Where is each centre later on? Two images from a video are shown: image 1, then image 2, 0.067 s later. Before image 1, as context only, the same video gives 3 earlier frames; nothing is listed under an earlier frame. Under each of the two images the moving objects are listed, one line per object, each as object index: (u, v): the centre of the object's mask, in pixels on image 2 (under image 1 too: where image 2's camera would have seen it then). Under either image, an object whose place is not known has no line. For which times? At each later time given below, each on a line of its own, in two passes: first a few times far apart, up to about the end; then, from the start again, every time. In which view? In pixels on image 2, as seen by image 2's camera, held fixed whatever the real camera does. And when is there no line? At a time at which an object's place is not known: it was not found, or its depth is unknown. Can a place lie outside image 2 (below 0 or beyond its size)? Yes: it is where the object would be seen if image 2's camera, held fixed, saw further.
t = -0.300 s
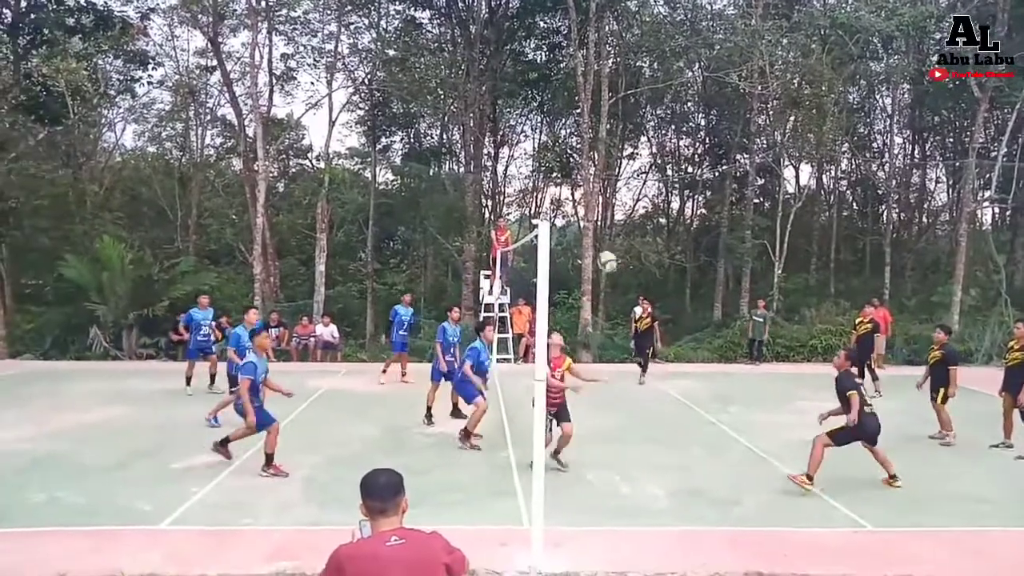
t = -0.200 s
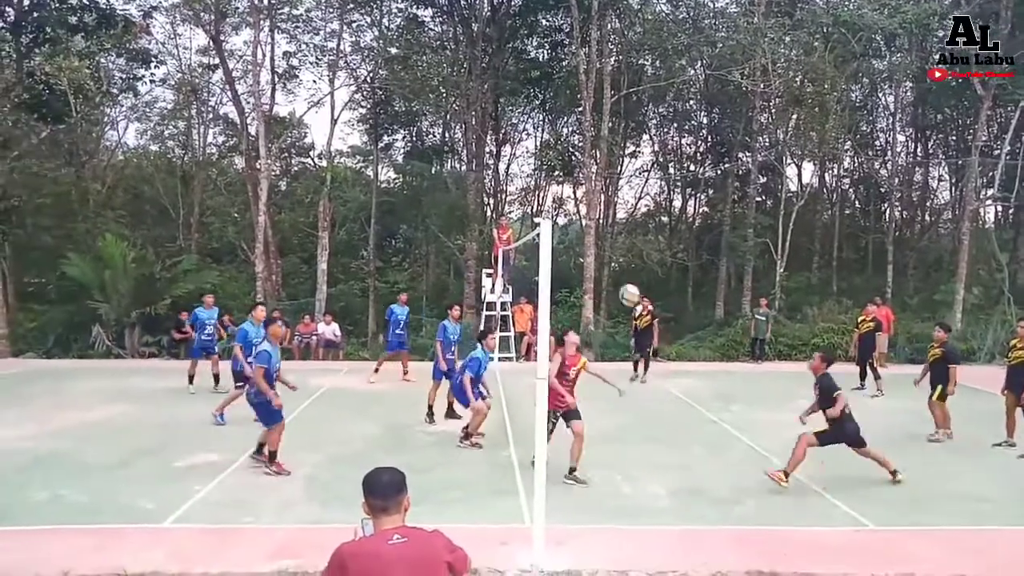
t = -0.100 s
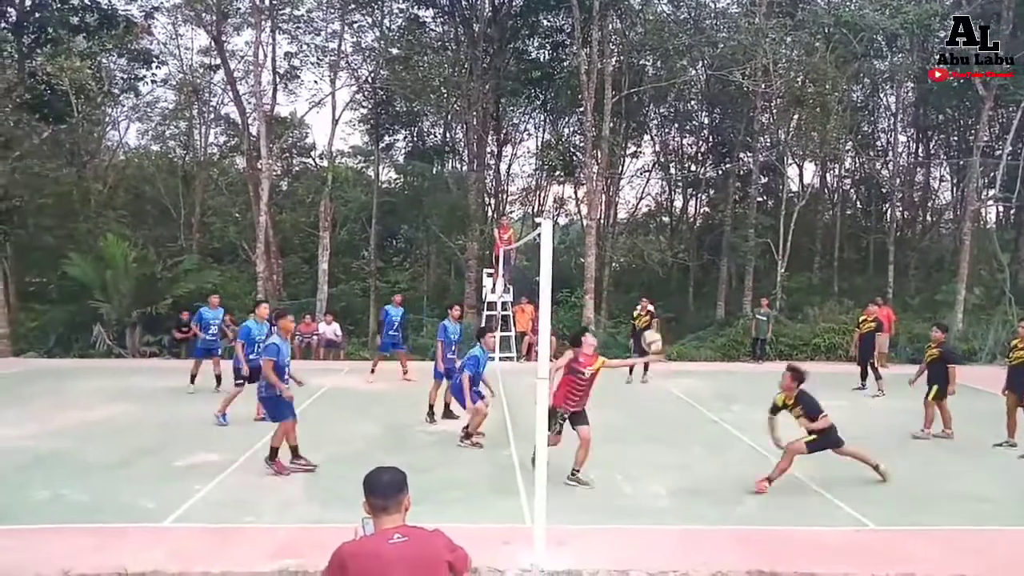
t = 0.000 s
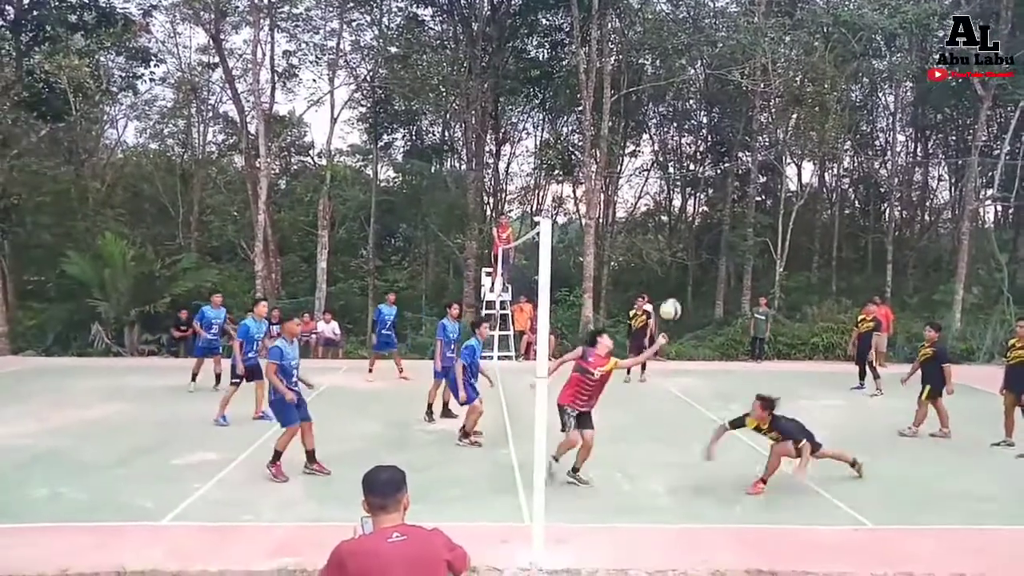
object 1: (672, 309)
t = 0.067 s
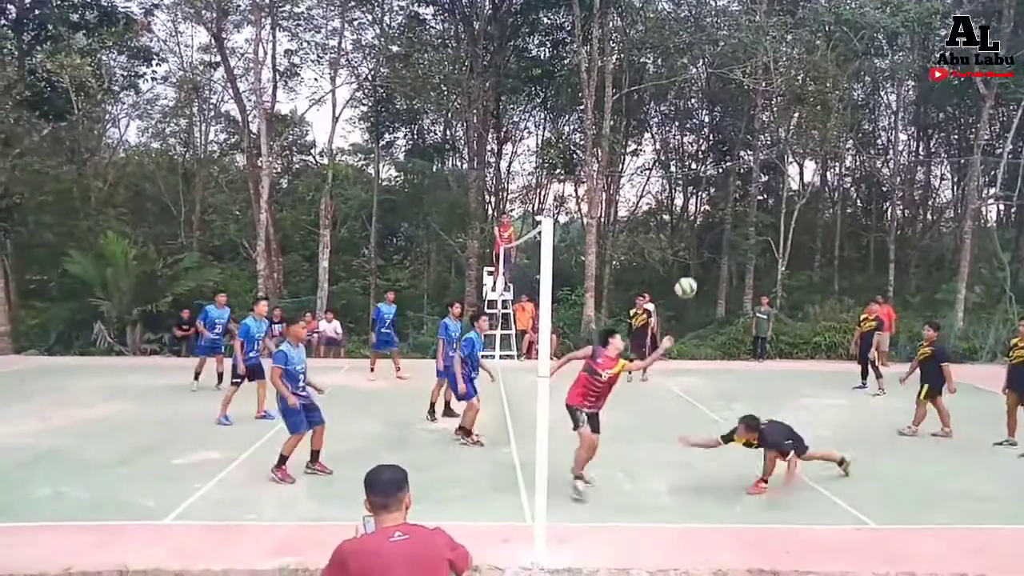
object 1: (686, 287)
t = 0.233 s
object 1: (719, 253)
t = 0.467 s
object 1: (763, 250)
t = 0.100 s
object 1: (692, 278)
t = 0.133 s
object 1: (699, 271)
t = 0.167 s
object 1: (705, 264)
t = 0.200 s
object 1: (712, 258)
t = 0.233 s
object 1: (719, 253)
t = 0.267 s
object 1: (725, 249)
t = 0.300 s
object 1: (732, 246)
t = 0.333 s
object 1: (738, 245)
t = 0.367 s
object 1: (744, 245)
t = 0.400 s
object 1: (751, 245)
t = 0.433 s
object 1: (757, 247)
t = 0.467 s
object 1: (763, 250)
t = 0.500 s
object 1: (770, 254)
